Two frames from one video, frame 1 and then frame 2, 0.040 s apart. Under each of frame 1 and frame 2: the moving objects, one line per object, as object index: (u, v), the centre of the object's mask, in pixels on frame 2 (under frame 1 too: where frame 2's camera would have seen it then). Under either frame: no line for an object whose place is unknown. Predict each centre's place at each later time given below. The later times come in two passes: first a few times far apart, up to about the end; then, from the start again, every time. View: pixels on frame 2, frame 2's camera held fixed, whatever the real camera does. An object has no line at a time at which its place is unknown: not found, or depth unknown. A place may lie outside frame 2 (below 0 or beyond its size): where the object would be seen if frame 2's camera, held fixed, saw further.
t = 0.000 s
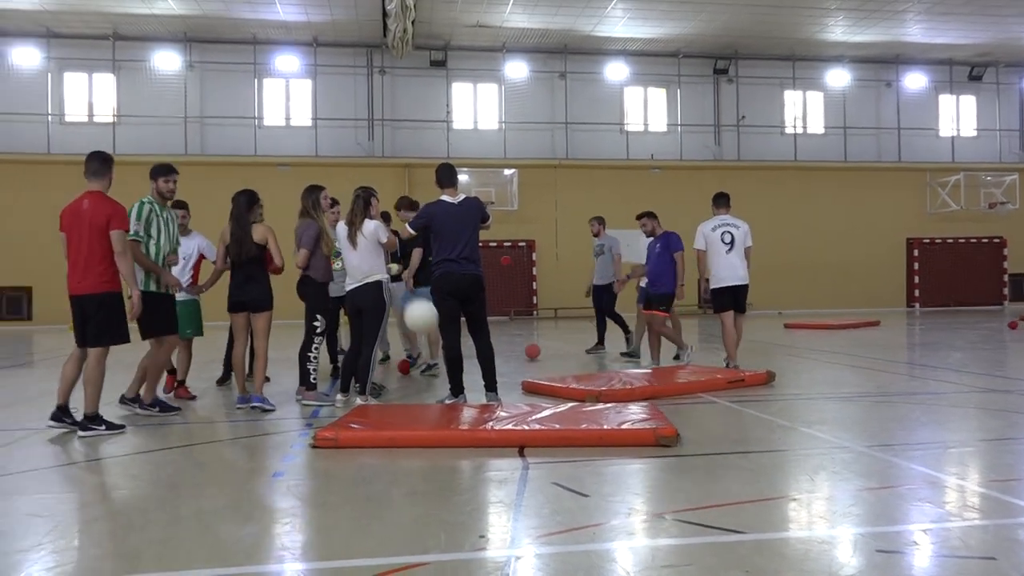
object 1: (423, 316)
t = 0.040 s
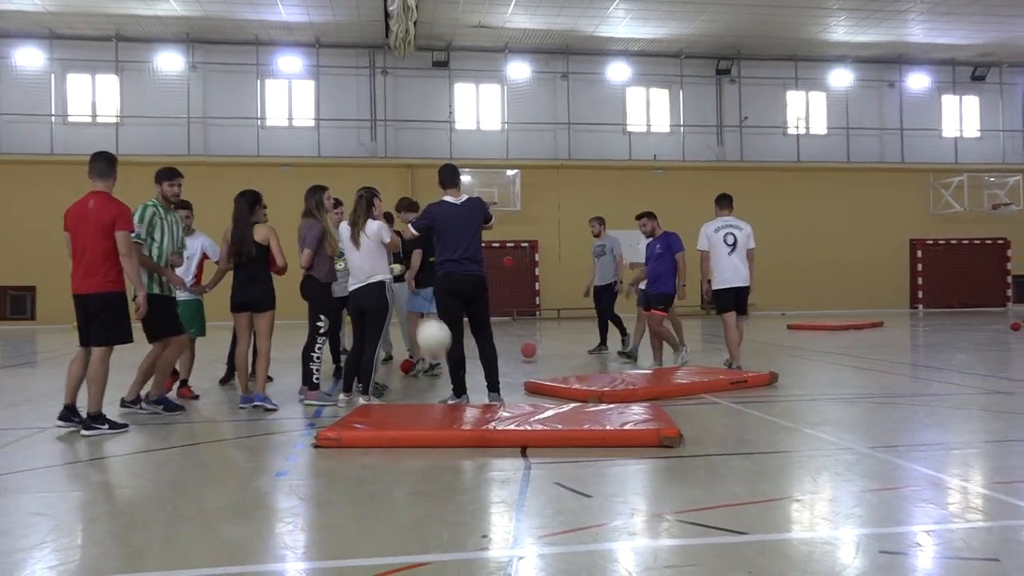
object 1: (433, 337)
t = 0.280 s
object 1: (504, 436)
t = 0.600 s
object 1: (641, 390)
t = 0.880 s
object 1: (799, 501)
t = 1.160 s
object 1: (986, 510)
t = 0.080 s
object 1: (444, 360)
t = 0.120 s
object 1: (454, 387)
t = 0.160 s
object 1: (465, 421)
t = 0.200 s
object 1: (476, 459)
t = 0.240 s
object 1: (490, 455)
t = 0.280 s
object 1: (504, 436)
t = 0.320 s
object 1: (520, 417)
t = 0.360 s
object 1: (536, 403)
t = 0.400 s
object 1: (551, 392)
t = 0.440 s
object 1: (568, 384)
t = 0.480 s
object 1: (586, 380)
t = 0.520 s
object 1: (604, 380)
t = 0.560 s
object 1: (622, 383)
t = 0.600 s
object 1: (641, 390)
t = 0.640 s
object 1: (662, 403)
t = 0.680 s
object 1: (681, 418)
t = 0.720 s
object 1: (705, 439)
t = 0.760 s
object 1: (727, 467)
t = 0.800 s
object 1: (751, 498)
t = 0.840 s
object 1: (777, 518)
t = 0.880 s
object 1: (799, 501)
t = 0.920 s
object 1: (823, 489)
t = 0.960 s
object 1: (847, 480)
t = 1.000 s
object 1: (873, 475)
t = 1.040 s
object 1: (898, 475)
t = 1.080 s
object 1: (928, 482)
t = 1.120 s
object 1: (956, 492)
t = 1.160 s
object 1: (986, 510)
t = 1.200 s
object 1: (1004, 534)
